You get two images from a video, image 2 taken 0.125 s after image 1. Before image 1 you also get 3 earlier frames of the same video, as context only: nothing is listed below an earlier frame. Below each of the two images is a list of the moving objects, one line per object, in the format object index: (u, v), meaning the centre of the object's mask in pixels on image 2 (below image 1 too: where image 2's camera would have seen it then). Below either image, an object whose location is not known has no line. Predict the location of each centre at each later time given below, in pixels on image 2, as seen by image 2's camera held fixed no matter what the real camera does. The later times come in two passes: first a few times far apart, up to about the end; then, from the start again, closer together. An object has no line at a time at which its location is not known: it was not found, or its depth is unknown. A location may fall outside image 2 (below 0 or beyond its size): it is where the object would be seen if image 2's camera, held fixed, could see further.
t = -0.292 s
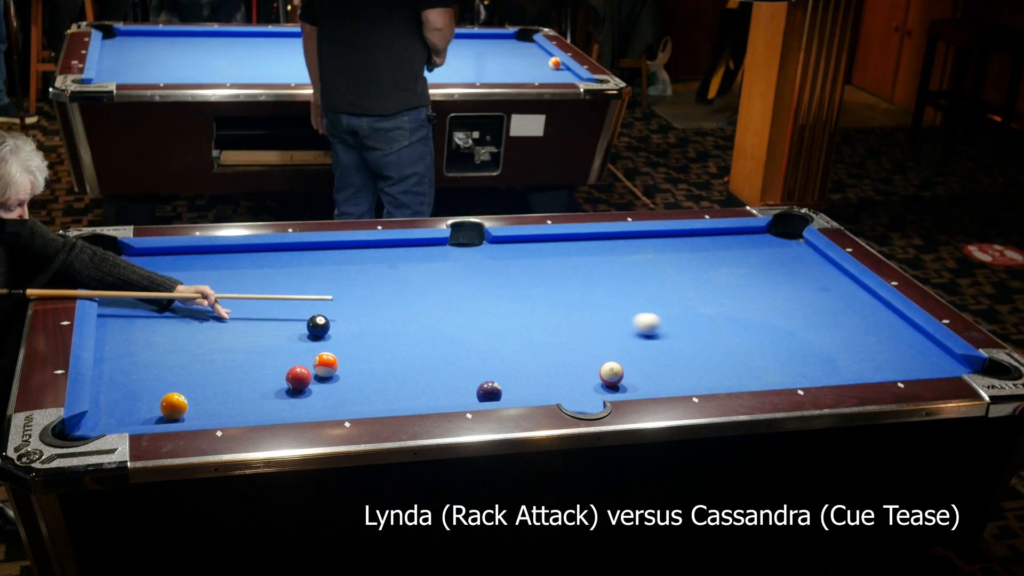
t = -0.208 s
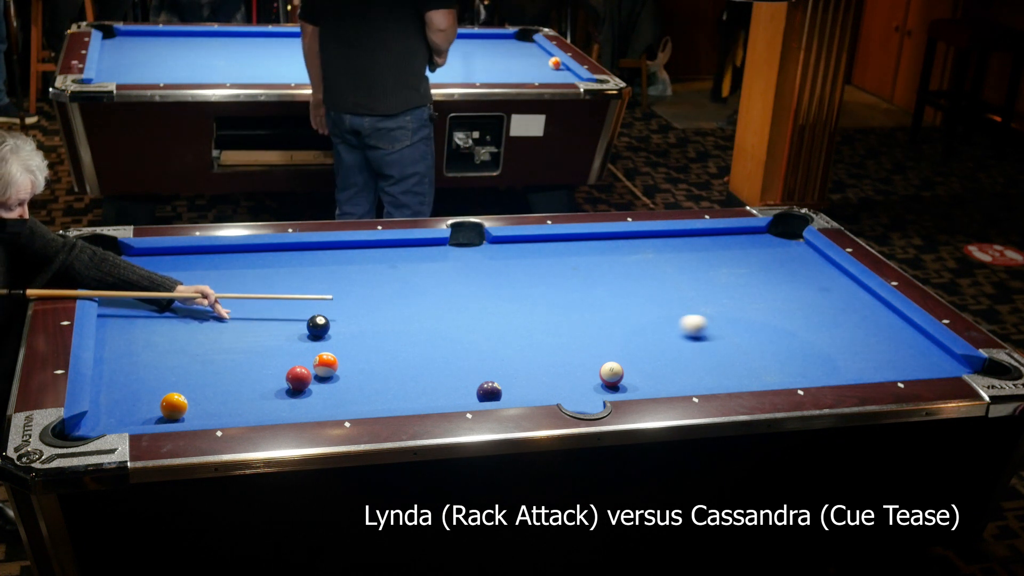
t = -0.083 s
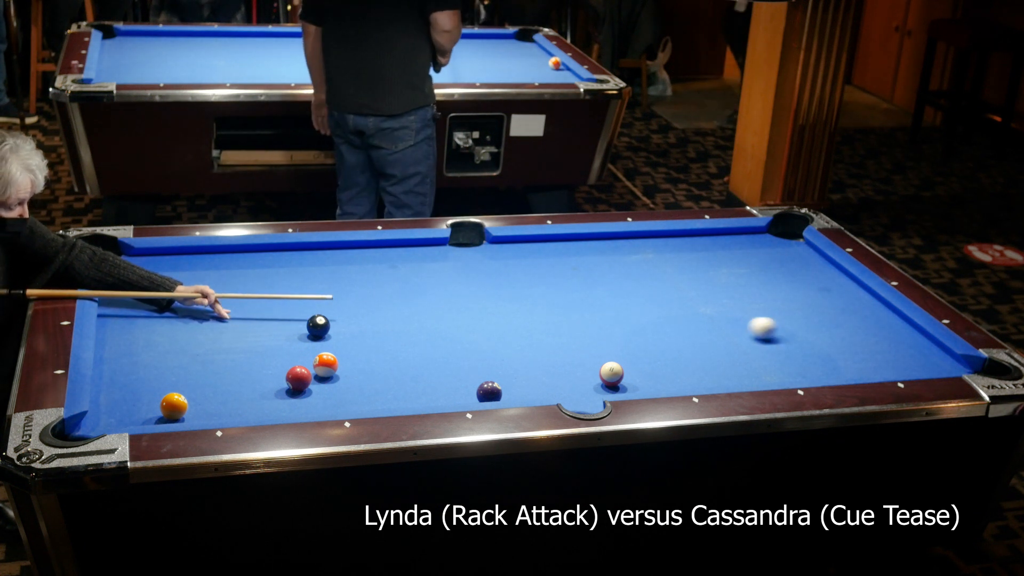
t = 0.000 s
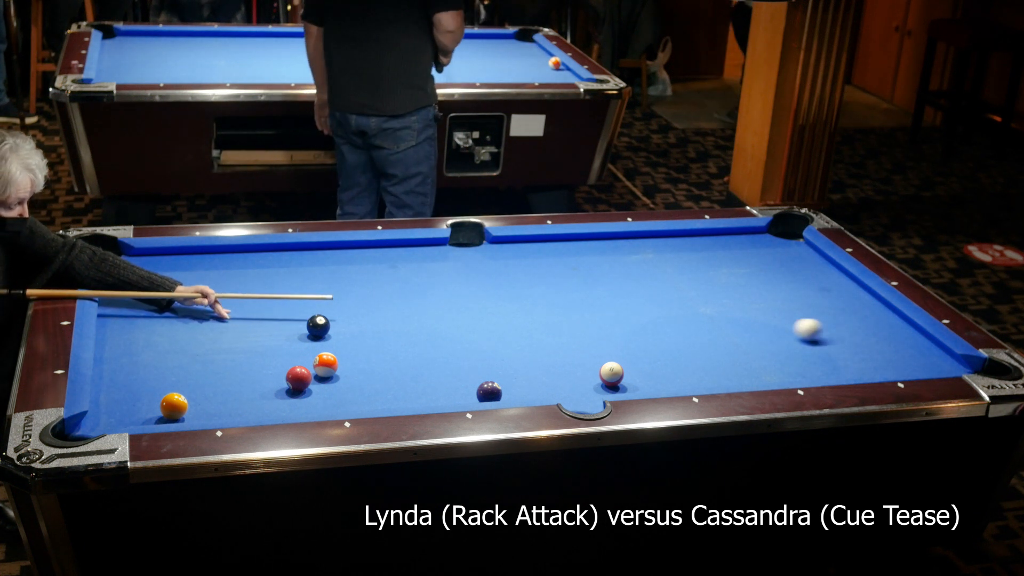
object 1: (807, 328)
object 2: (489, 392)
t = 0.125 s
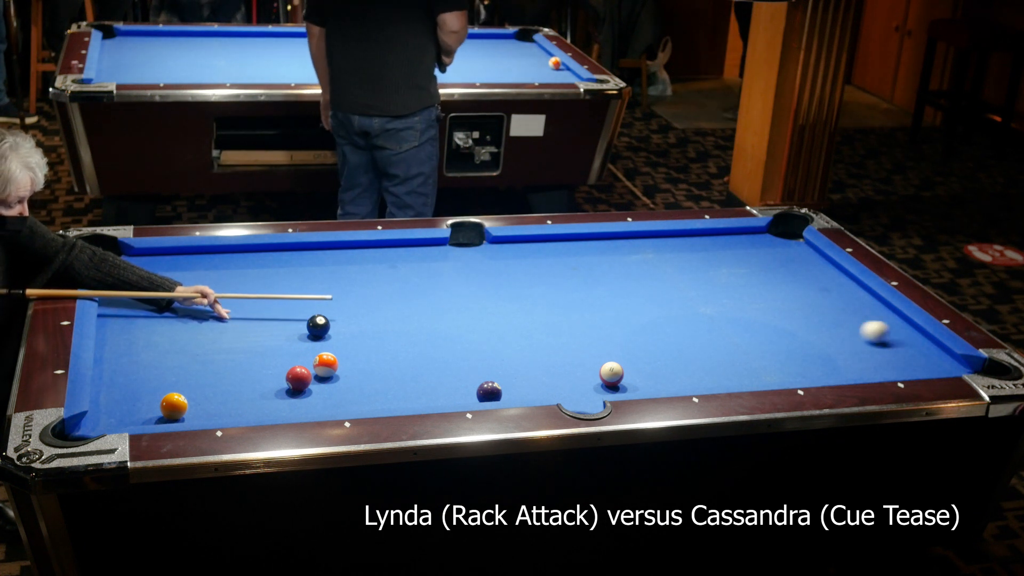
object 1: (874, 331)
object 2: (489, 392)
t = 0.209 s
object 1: (917, 333)
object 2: (489, 392)
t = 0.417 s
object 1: (863, 344)
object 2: (489, 392)
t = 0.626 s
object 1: (813, 355)
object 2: (489, 392)
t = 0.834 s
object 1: (763, 365)
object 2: (489, 392)
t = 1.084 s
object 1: (701, 377)
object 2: (489, 392)
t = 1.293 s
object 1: (648, 383)
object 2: (489, 392)
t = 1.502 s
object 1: (595, 384)
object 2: (489, 392)
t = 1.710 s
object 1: (543, 383)
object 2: (489, 392)
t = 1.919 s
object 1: (502, 383)
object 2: (482, 393)
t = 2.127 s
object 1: (478, 376)
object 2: (464, 396)
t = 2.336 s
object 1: (457, 369)
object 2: (450, 396)
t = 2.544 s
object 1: (438, 363)
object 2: (437, 396)
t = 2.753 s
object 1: (422, 358)
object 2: (427, 395)
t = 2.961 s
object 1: (408, 353)
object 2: (420, 395)
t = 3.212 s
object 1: (393, 348)
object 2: (414, 395)
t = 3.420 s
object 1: (384, 343)
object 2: (413, 395)
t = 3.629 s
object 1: (376, 340)
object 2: (414, 395)
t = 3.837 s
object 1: (369, 338)
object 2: (415, 395)
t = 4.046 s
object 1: (364, 336)
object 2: (416, 395)
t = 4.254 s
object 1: (361, 335)
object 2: (416, 395)
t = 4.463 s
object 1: (359, 334)
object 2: (416, 395)
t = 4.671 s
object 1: (359, 333)
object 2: (416, 395)
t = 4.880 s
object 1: (359, 333)
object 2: (416, 395)
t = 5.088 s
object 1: (359, 334)
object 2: (416, 395)
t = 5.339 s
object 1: (359, 333)
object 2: (416, 395)
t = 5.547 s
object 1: (359, 334)
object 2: (416, 395)
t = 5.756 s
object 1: (359, 334)
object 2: (416, 395)
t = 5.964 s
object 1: (359, 334)
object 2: (416, 395)
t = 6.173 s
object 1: (359, 334)
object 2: (416, 395)
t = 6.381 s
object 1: (359, 333)
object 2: (416, 395)
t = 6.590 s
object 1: (359, 333)
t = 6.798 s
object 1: (359, 334)
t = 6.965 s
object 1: (365, 333)
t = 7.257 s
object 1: (353, 329)
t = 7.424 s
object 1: (359, 334)
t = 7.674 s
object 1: (359, 334)
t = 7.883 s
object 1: (359, 334)
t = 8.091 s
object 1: (359, 334)
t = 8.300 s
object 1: (359, 334)
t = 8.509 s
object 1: (359, 334)
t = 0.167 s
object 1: (896, 331)
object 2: (489, 392)
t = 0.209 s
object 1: (917, 333)
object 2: (489, 392)
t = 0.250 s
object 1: (906, 334)
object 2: (489, 392)
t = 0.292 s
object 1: (894, 337)
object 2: (489, 392)
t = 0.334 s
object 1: (883, 340)
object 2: (489, 392)
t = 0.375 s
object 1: (873, 342)
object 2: (489, 392)
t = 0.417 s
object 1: (863, 344)
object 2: (489, 392)
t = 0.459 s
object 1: (853, 346)
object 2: (489, 392)
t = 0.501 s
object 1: (843, 348)
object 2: (489, 392)
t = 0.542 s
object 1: (833, 350)
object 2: (489, 392)
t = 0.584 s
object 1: (823, 352)
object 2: (489, 392)
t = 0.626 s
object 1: (813, 355)
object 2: (489, 392)
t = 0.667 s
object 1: (803, 357)
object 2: (489, 392)
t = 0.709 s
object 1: (793, 359)
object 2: (489, 392)
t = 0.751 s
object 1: (783, 361)
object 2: (489, 392)
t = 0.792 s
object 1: (773, 364)
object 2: (489, 392)
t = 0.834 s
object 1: (763, 365)
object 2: (489, 392)
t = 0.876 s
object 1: (753, 368)
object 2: (489, 392)
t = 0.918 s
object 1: (742, 370)
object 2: (489, 392)
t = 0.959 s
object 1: (732, 372)
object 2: (489, 392)
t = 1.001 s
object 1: (721, 373)
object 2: (489, 392)
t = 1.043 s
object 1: (711, 375)
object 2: (489, 392)
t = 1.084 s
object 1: (701, 377)
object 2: (489, 392)
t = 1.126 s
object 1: (690, 379)
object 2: (489, 392)
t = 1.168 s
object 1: (680, 381)
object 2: (489, 392)
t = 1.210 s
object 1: (669, 382)
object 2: (489, 392)
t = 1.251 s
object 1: (658, 382)
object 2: (489, 392)
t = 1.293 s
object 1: (648, 383)
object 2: (489, 392)
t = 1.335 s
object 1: (637, 383)
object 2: (489, 392)
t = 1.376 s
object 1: (626, 383)
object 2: (489, 392)
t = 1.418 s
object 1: (615, 383)
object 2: (489, 392)
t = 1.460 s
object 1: (605, 383)
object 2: (489, 392)
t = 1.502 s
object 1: (595, 384)
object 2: (489, 392)
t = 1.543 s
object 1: (584, 386)
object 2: (489, 392)
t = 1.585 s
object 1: (574, 386)
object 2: (489, 392)
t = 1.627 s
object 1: (564, 386)
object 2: (489, 392)
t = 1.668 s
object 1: (554, 384)
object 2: (489, 392)
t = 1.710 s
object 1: (543, 383)
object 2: (489, 392)
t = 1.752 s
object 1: (533, 383)
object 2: (489, 392)
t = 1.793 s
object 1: (523, 384)
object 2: (489, 392)
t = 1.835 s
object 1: (513, 384)
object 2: (489, 392)
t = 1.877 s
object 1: (506, 383)
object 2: (486, 392)
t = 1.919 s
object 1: (502, 383)
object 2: (482, 393)
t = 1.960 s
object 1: (497, 381)
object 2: (478, 394)
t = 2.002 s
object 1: (492, 380)
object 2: (475, 395)
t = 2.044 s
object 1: (487, 379)
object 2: (471, 396)
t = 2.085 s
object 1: (482, 377)
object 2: (467, 396)
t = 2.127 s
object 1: (478, 376)
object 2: (464, 396)
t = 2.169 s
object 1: (473, 375)
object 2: (461, 396)
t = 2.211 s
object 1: (469, 373)
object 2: (458, 396)
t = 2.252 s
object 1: (465, 372)
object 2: (455, 396)
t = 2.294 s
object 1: (461, 371)
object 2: (452, 396)
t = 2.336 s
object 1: (457, 369)
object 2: (450, 396)
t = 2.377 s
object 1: (453, 368)
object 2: (447, 396)
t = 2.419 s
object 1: (449, 367)
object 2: (444, 396)
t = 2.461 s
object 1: (446, 365)
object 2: (442, 396)
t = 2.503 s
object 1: (442, 364)
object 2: (439, 396)
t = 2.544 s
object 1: (438, 363)
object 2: (437, 396)
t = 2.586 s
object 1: (435, 362)
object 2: (435, 396)
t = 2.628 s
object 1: (432, 361)
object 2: (433, 396)
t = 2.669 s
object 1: (428, 360)
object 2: (431, 396)
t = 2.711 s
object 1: (425, 359)
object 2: (429, 396)
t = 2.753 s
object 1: (422, 358)
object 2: (427, 395)
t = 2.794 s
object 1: (419, 357)
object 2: (426, 395)
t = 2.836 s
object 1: (416, 356)
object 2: (424, 395)
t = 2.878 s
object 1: (413, 355)
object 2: (423, 395)
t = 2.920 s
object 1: (410, 354)
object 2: (421, 395)
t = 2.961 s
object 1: (408, 353)
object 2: (420, 395)
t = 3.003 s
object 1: (405, 352)
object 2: (419, 395)
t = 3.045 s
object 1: (403, 351)
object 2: (418, 395)
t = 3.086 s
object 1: (400, 350)
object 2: (417, 395)
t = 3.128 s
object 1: (398, 349)
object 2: (416, 395)
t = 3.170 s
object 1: (395, 348)
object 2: (415, 395)
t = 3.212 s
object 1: (393, 348)
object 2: (414, 395)
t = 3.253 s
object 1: (391, 347)
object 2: (414, 395)
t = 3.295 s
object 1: (389, 346)
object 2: (414, 395)
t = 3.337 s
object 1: (387, 345)
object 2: (413, 395)
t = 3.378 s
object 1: (385, 344)
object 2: (413, 395)
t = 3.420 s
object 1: (384, 343)
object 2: (413, 395)
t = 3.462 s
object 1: (382, 343)
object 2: (413, 395)
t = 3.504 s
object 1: (380, 342)
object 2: (413, 395)
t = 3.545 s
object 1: (378, 342)
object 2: (413, 395)
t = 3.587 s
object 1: (377, 341)
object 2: (413, 395)
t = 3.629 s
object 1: (376, 340)
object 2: (414, 395)
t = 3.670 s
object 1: (374, 340)
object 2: (414, 395)
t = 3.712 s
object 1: (373, 340)
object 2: (414, 395)
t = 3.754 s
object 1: (371, 339)
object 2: (414, 395)
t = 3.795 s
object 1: (370, 339)
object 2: (414, 395)
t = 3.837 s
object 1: (369, 338)
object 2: (415, 395)
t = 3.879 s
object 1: (368, 338)
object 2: (415, 395)
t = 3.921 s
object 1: (367, 337)
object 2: (415, 395)
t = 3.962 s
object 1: (366, 337)
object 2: (416, 395)
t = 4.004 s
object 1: (365, 336)
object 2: (416, 395)
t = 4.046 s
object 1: (364, 336)
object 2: (416, 395)
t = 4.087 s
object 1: (363, 336)
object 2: (416, 395)
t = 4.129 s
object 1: (363, 336)
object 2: (416, 395)
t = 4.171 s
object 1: (362, 335)
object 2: (416, 395)
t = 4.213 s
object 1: (361, 335)
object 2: (416, 395)
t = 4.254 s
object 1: (361, 335)
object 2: (416, 395)
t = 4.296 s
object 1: (360, 335)
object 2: (416, 395)
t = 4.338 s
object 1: (360, 335)
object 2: (416, 395)
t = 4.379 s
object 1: (360, 334)
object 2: (416, 395)
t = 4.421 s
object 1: (359, 334)
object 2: (416, 395)
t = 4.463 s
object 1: (359, 334)
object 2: (416, 395)
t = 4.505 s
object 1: (359, 334)
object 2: (416, 395)
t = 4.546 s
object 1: (359, 333)
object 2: (416, 395)
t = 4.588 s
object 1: (359, 333)
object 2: (416, 395)
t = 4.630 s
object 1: (359, 333)
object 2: (416, 395)
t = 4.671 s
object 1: (359, 333)
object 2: (416, 395)
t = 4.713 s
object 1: (359, 333)
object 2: (416, 395)
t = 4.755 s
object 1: (359, 333)
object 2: (416, 395)
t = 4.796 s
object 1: (359, 333)
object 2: (416, 395)
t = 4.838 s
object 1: (359, 333)
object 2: (416, 395)
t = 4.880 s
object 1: (359, 333)
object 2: (416, 395)
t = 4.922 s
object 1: (359, 333)
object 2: (416, 395)
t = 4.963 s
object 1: (359, 333)
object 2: (416, 395)
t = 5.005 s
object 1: (359, 333)
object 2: (416, 395)
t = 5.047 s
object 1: (359, 334)
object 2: (416, 395)
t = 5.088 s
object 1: (359, 334)
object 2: (416, 395)
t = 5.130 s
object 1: (359, 333)
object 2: (416, 395)
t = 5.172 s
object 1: (359, 334)
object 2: (416, 395)
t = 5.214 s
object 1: (359, 334)
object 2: (416, 395)
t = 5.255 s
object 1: (359, 334)
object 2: (416, 395)
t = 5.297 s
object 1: (359, 334)
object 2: (416, 395)
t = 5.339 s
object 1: (359, 333)
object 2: (416, 395)
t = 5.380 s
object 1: (359, 334)
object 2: (416, 395)
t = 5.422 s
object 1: (359, 334)
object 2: (416, 395)
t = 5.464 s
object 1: (359, 334)
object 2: (416, 395)
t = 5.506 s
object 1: (359, 334)
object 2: (416, 395)
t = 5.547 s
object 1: (359, 334)
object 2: (416, 395)
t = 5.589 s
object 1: (359, 334)
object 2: (416, 395)
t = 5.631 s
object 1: (359, 334)
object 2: (416, 395)
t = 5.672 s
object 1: (359, 334)
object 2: (416, 395)
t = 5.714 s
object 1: (359, 334)
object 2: (416, 395)
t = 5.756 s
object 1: (359, 334)
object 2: (416, 395)
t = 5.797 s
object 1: (359, 334)
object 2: (416, 395)
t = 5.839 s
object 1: (359, 334)
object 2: (416, 395)
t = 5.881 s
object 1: (359, 334)
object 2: (416, 395)
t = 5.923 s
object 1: (359, 333)
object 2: (416, 395)
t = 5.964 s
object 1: (359, 334)
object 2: (416, 395)
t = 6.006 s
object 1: (359, 334)
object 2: (416, 395)
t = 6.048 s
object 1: (359, 334)
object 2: (416, 395)
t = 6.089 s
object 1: (359, 333)
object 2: (416, 395)
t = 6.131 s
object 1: (359, 334)
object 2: (416, 395)
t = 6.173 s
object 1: (359, 334)
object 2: (416, 395)
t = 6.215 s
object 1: (359, 333)
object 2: (416, 395)
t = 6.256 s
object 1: (359, 334)
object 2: (416, 395)
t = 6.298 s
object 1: (359, 333)
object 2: (416, 395)
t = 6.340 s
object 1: (359, 333)
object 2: (416, 395)
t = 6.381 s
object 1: (359, 333)
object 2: (416, 395)
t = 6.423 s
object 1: (359, 333)
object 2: (416, 395)
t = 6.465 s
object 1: (359, 333)
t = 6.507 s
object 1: (359, 333)
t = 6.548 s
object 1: (359, 333)
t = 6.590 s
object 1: (359, 333)
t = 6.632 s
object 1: (359, 333)
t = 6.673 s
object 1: (361, 333)
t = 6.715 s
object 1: (356, 333)
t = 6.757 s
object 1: (359, 334)
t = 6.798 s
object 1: (359, 334)
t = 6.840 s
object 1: (359, 334)
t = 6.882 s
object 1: (359, 334)
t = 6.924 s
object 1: (359, 334)
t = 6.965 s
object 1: (365, 333)
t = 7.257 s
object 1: (353, 329)
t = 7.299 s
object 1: (358, 333)
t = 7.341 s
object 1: (359, 334)
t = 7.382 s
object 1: (359, 334)
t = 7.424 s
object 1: (359, 334)
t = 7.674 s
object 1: (359, 334)
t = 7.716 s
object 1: (359, 334)
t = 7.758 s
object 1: (359, 334)
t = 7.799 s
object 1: (359, 333)
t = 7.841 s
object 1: (359, 334)
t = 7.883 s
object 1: (359, 334)
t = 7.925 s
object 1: (359, 334)
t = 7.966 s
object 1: (359, 334)
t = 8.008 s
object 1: (359, 334)
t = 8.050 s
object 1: (359, 334)
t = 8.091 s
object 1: (359, 334)
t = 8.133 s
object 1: (359, 334)
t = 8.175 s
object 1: (359, 334)
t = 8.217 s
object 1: (359, 334)
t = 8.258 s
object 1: (359, 334)
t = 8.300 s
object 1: (359, 334)
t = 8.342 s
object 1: (359, 334)
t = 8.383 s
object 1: (359, 334)
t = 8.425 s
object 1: (359, 334)
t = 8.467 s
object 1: (359, 334)
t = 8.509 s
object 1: (359, 334)
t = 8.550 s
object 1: (359, 334)
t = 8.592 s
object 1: (359, 334)
